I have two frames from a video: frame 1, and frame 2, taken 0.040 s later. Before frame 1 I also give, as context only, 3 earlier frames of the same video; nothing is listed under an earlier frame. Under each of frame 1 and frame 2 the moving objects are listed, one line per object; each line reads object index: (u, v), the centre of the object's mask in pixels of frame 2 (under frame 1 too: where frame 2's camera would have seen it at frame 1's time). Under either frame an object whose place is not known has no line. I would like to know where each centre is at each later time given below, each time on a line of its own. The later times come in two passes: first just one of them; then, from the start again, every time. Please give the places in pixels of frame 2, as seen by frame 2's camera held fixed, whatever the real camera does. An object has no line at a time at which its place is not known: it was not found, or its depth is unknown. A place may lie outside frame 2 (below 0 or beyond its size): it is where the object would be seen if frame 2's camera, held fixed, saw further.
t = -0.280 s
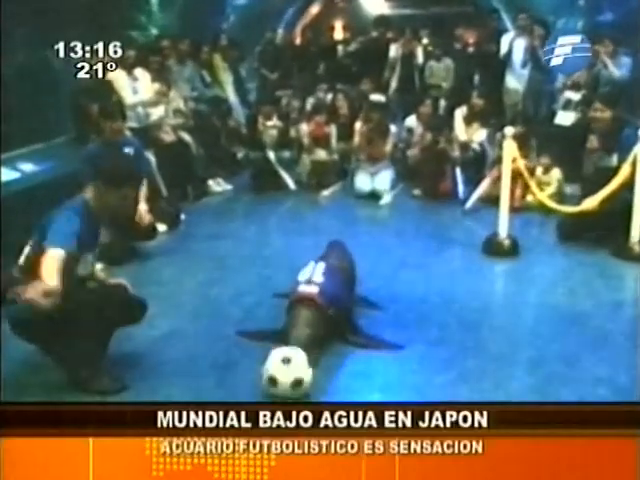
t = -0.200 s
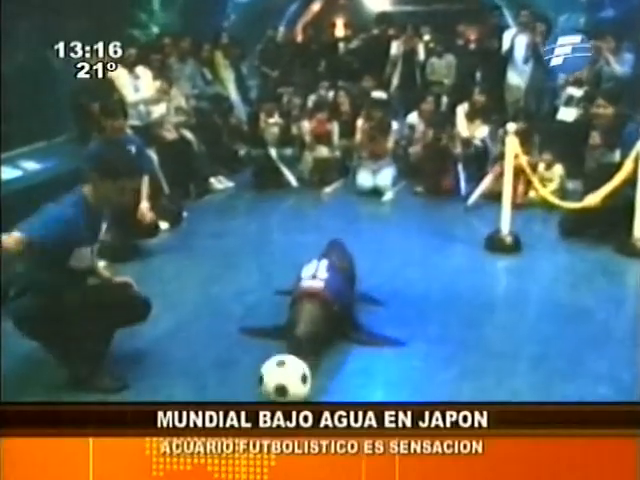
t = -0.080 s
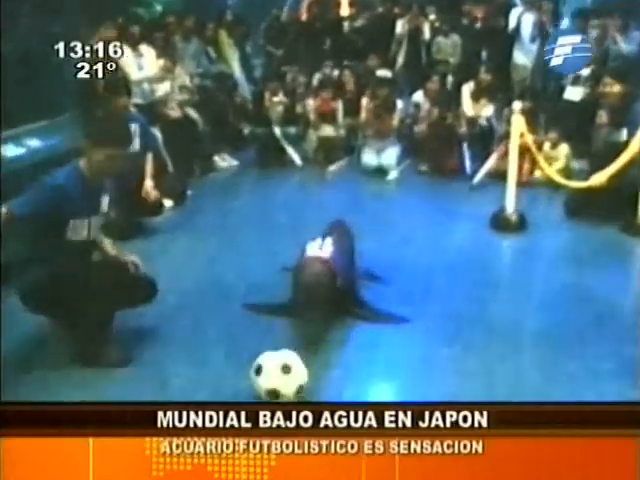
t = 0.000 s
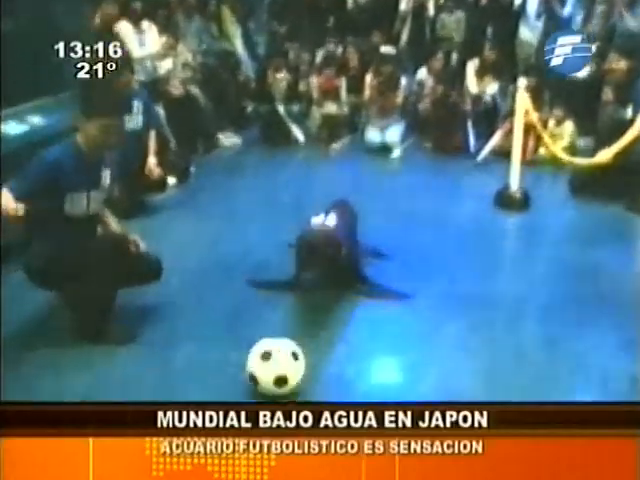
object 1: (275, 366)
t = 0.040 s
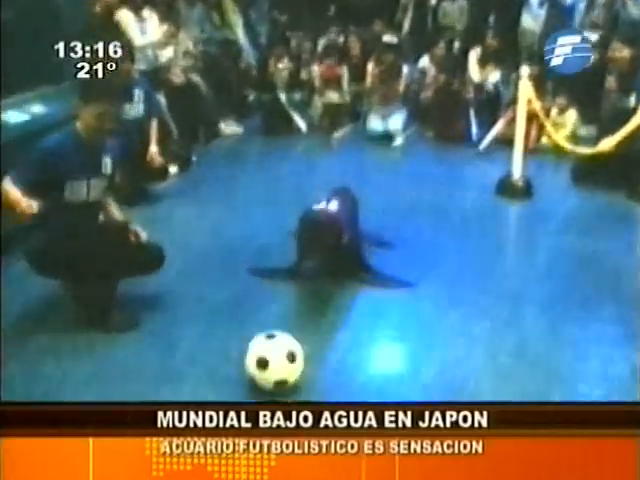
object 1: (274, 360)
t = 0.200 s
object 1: (264, 340)
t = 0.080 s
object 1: (271, 353)
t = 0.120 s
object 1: (270, 348)
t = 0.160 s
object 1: (267, 345)
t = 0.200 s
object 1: (264, 340)
